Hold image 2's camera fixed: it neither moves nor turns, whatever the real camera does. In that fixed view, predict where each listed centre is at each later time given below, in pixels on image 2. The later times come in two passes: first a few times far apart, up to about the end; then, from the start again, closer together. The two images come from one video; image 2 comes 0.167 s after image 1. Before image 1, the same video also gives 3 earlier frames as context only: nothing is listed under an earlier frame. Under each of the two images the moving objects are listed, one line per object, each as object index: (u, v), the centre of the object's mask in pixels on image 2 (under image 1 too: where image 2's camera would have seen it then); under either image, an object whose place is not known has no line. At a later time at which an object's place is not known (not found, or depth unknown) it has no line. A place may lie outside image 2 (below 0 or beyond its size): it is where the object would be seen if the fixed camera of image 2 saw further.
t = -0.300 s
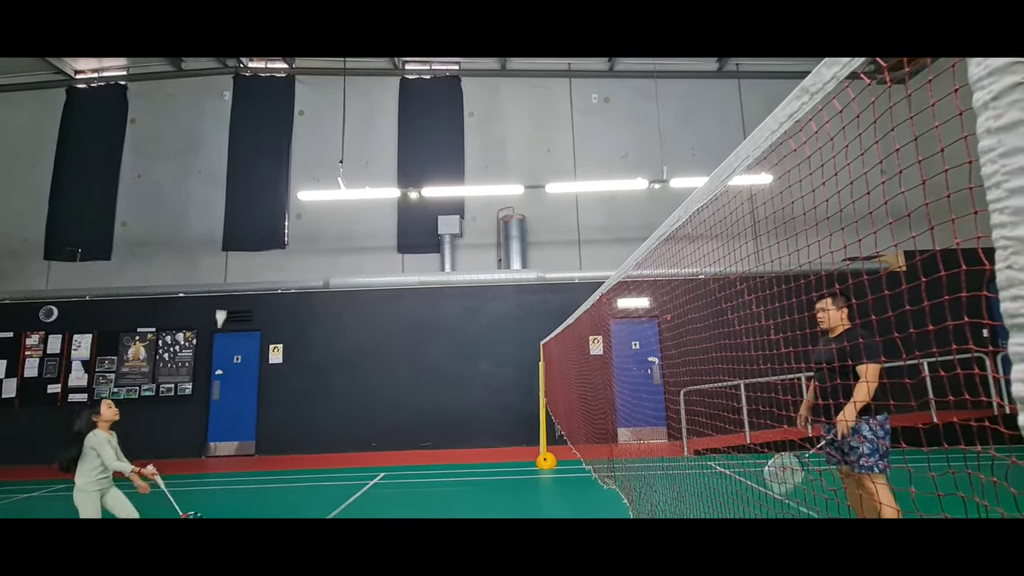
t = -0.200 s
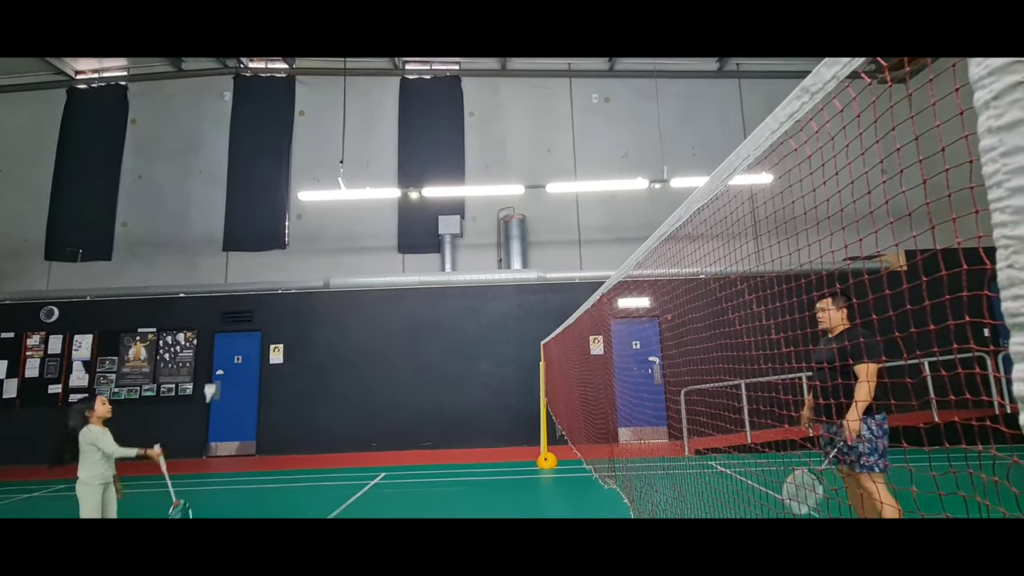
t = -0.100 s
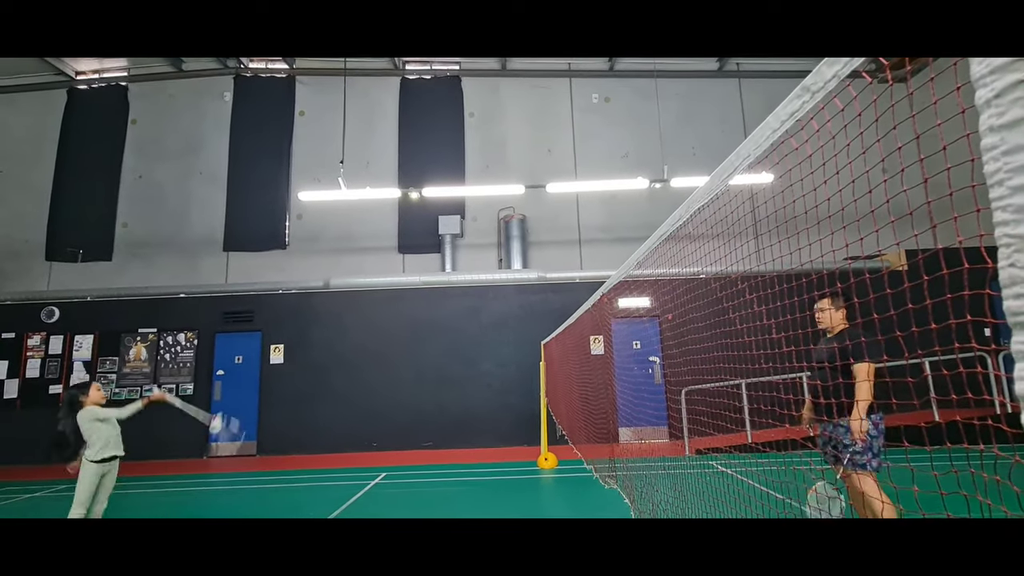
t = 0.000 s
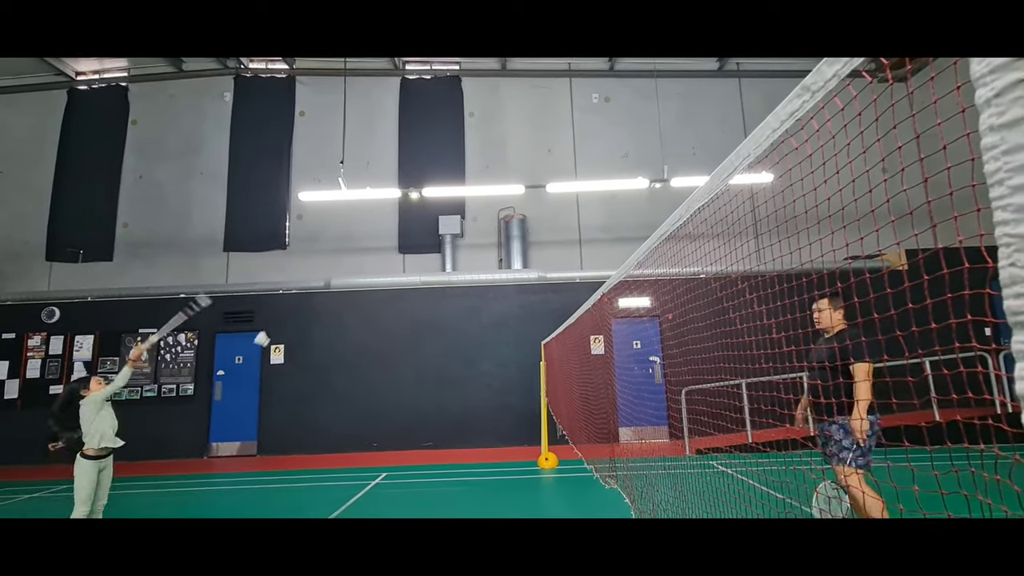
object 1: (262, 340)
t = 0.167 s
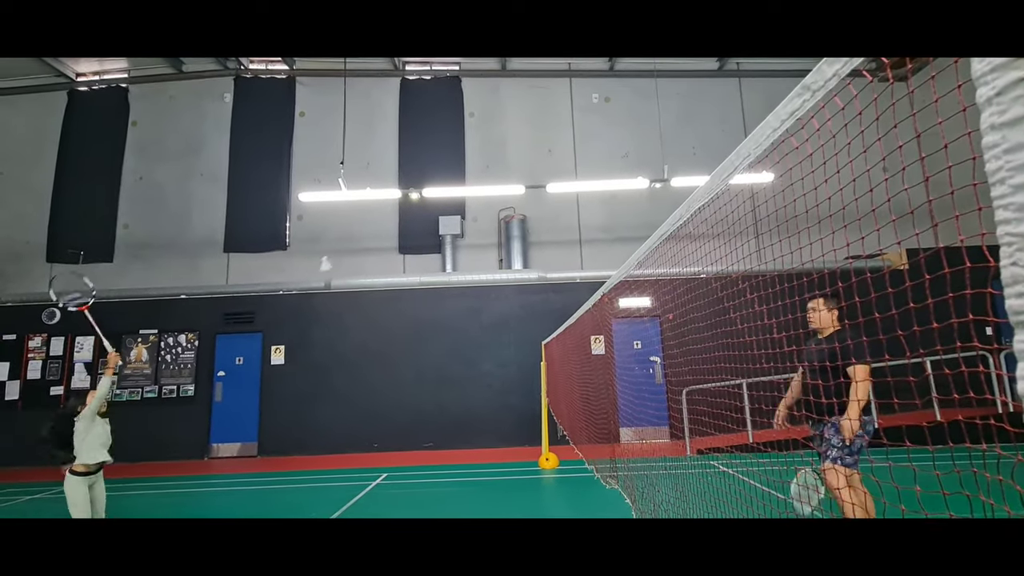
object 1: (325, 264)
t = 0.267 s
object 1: (350, 236)
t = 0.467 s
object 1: (404, 220)
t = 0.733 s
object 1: (475, 296)
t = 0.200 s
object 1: (334, 253)
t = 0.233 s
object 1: (342, 244)
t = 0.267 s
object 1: (350, 236)
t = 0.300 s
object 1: (359, 229)
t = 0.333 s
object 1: (367, 223)
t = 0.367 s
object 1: (377, 219)
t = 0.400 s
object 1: (386, 217)
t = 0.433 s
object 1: (395, 218)
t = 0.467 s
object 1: (404, 220)
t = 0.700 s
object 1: (468, 284)
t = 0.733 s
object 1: (475, 296)
